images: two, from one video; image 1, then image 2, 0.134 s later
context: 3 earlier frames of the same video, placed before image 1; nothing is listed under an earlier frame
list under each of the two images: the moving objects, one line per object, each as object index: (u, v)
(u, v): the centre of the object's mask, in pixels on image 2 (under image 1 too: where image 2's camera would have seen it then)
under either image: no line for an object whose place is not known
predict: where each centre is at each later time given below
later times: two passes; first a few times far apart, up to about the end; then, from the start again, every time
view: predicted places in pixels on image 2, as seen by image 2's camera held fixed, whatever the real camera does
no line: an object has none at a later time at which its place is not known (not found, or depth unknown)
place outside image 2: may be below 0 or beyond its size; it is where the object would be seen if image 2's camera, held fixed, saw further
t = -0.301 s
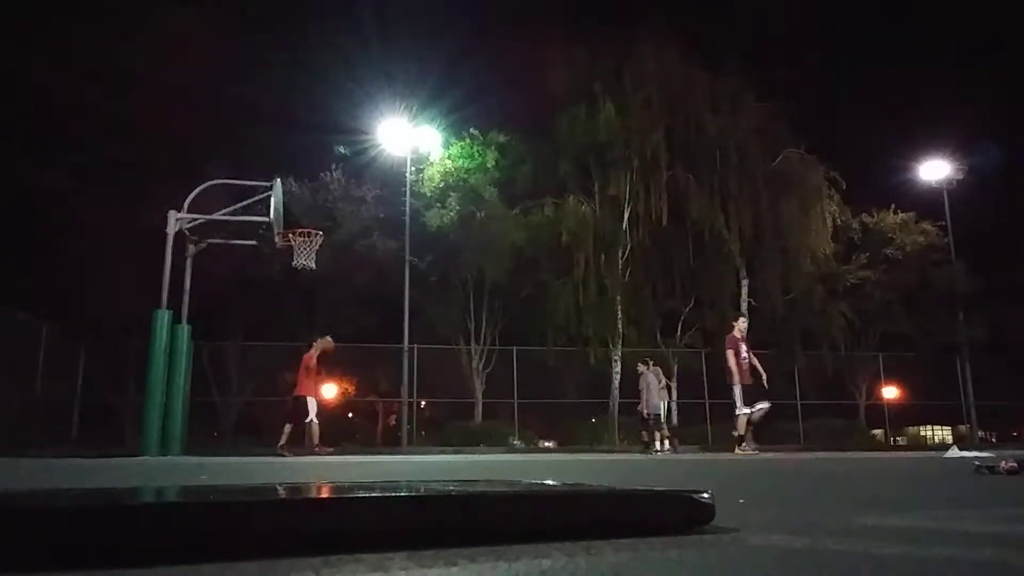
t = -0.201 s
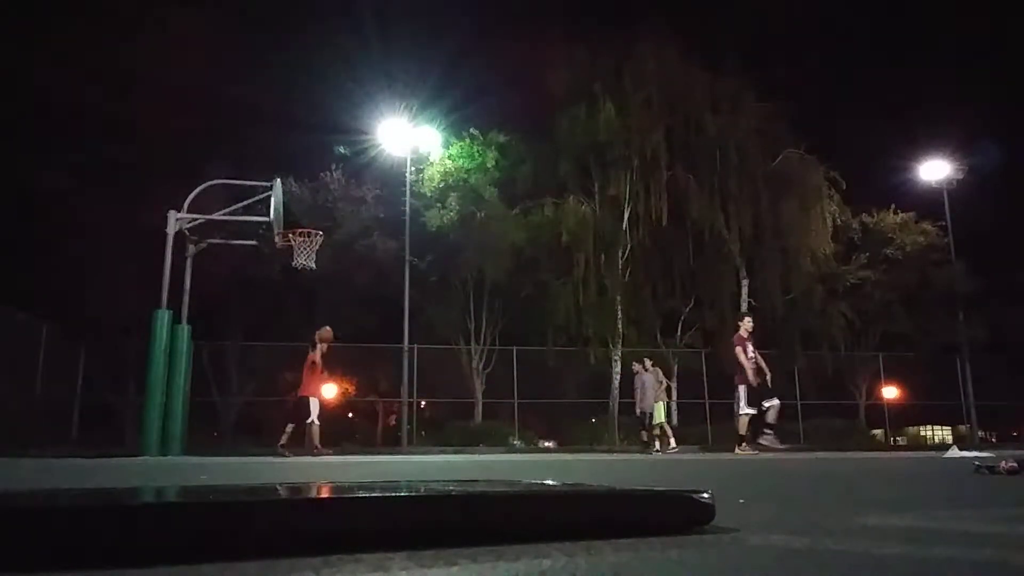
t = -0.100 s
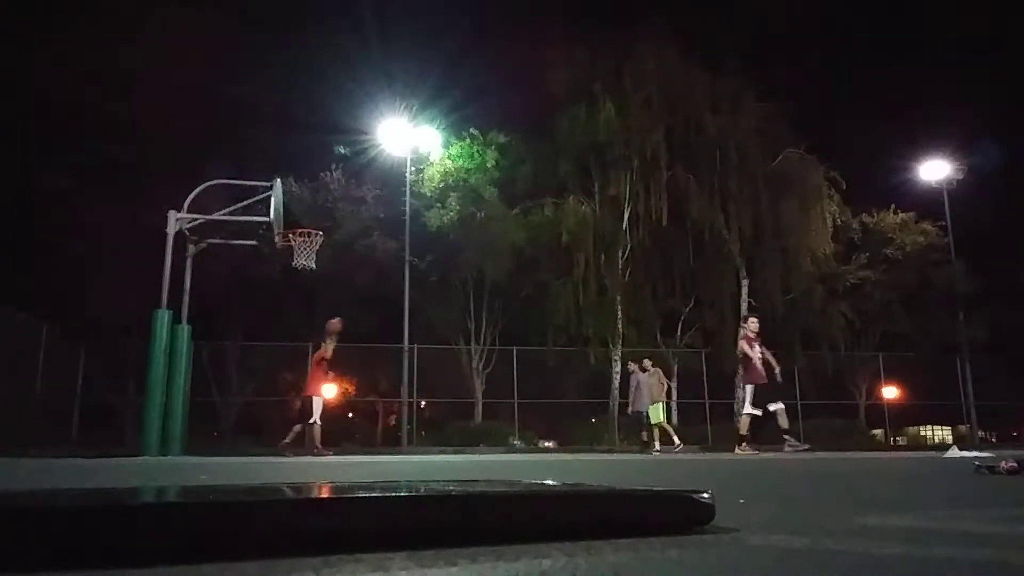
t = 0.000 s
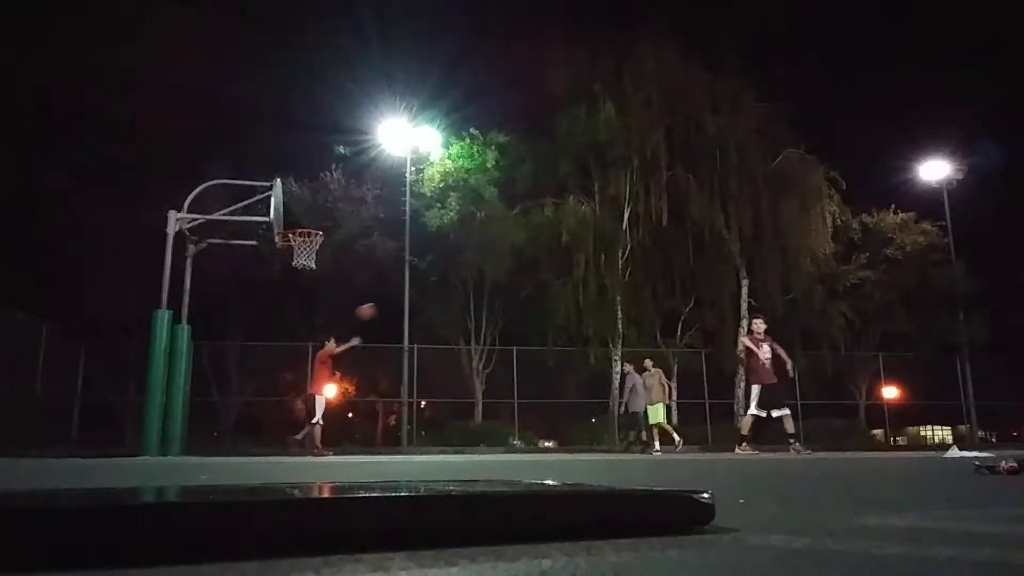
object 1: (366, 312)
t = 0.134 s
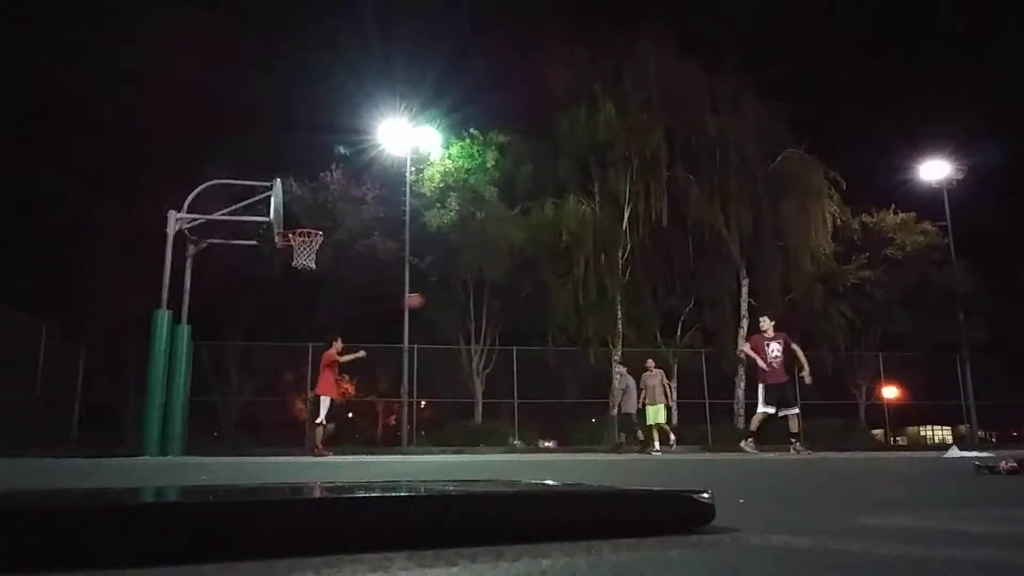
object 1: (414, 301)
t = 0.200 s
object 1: (437, 300)
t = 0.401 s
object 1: (510, 315)
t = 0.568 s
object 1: (576, 348)
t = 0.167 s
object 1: (425, 300)
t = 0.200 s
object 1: (437, 300)
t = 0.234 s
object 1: (448, 300)
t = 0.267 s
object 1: (460, 301)
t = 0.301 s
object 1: (472, 304)
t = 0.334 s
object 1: (486, 307)
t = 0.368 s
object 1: (498, 310)
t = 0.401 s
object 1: (510, 315)
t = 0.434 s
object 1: (523, 320)
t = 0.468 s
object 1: (536, 325)
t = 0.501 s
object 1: (549, 332)
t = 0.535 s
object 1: (561, 339)
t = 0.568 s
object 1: (576, 348)
